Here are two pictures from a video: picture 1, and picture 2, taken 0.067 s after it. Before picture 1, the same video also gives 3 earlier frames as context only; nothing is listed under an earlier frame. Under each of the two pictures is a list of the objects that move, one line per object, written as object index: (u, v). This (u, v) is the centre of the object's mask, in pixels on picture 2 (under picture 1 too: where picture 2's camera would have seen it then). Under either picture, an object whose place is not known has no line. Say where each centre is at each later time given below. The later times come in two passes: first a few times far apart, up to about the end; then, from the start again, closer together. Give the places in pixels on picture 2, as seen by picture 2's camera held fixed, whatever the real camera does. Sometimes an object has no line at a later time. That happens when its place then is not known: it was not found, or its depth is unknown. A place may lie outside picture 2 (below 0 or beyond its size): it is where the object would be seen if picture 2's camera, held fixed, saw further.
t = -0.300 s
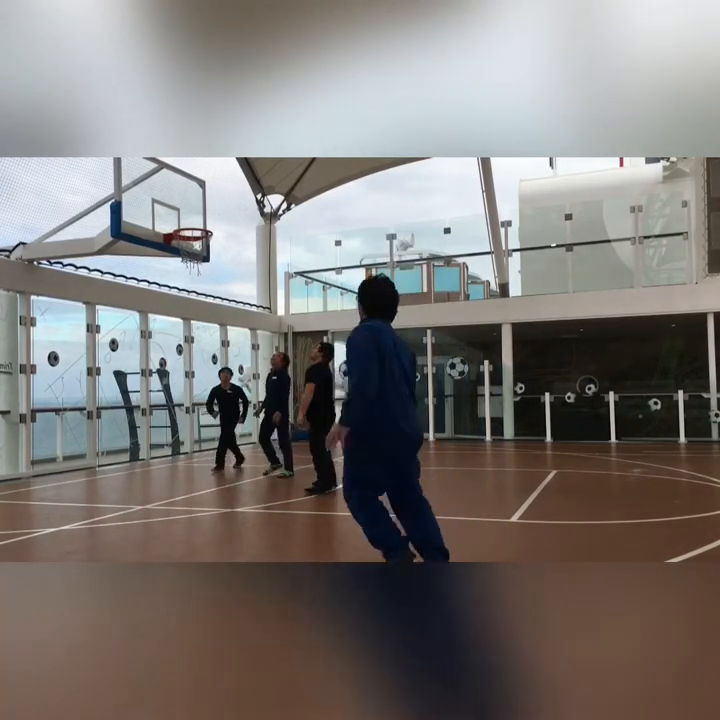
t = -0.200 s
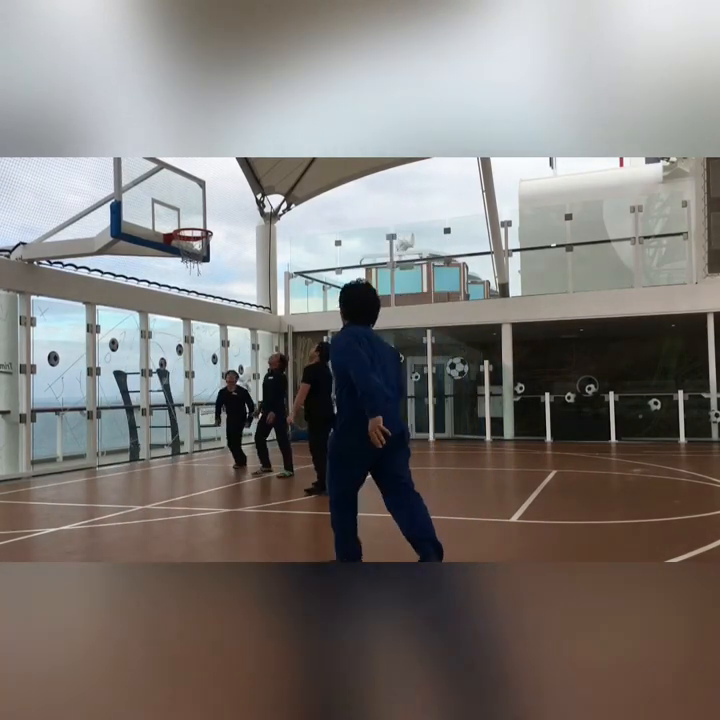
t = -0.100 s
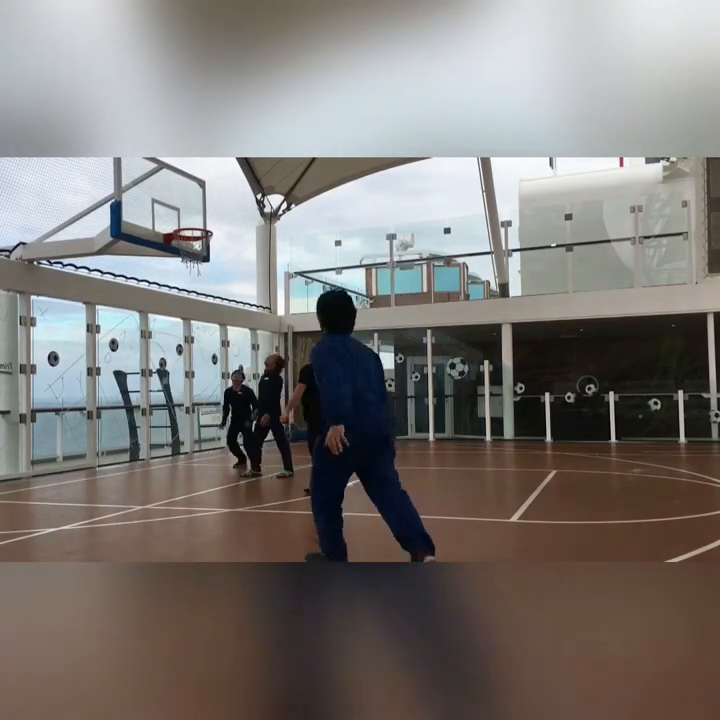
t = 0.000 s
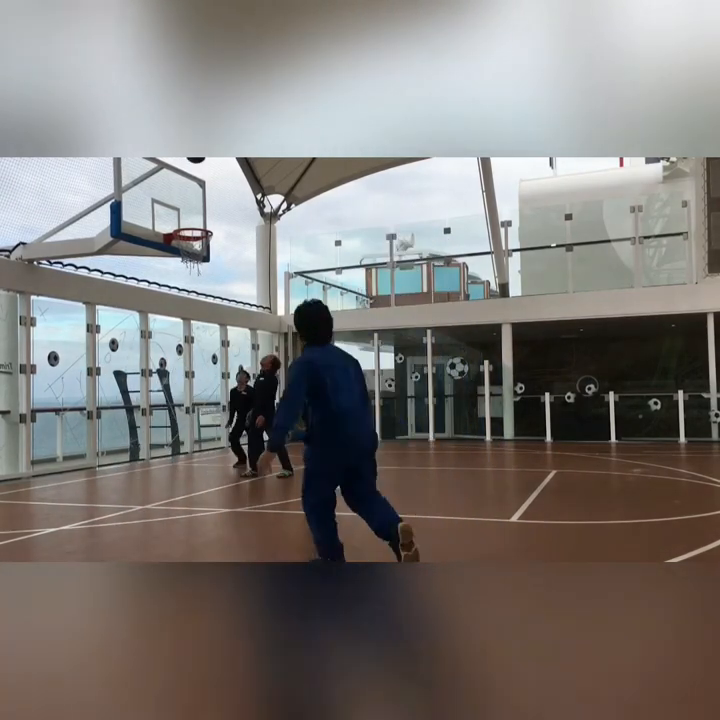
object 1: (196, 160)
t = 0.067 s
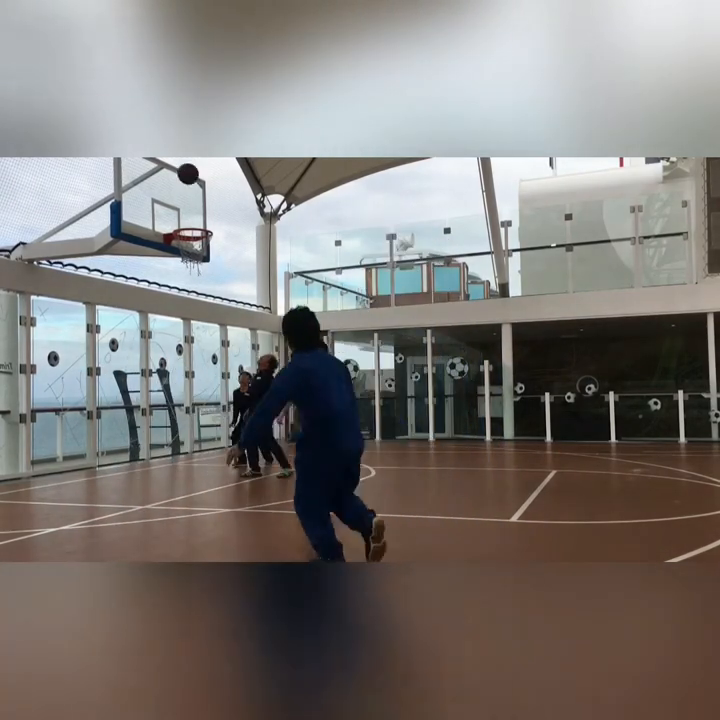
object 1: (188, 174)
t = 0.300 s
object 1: (178, 210)
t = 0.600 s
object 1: (222, 207)
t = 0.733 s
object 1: (240, 226)
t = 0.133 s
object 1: (181, 197)
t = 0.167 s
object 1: (178, 210)
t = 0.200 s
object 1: (175, 222)
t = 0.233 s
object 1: (176, 219)
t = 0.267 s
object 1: (177, 214)
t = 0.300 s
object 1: (178, 210)
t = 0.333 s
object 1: (183, 206)
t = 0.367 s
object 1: (188, 203)
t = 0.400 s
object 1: (193, 202)
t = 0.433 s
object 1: (198, 200)
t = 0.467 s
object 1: (203, 200)
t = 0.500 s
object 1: (207, 201)
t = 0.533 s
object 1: (212, 202)
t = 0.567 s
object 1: (217, 204)
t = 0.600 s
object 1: (222, 207)
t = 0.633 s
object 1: (226, 211)
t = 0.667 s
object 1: (231, 215)
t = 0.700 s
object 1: (236, 220)
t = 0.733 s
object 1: (240, 226)
